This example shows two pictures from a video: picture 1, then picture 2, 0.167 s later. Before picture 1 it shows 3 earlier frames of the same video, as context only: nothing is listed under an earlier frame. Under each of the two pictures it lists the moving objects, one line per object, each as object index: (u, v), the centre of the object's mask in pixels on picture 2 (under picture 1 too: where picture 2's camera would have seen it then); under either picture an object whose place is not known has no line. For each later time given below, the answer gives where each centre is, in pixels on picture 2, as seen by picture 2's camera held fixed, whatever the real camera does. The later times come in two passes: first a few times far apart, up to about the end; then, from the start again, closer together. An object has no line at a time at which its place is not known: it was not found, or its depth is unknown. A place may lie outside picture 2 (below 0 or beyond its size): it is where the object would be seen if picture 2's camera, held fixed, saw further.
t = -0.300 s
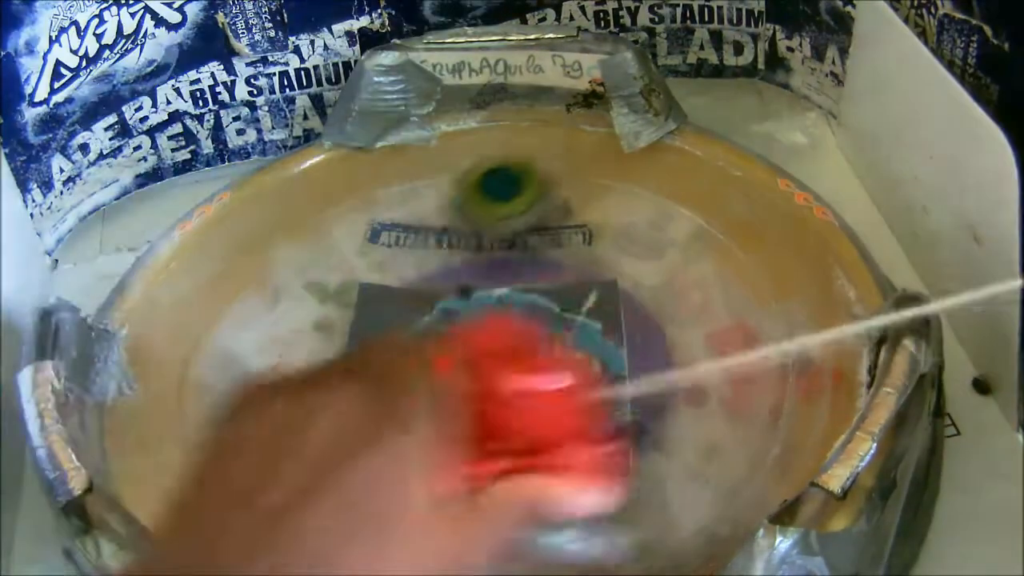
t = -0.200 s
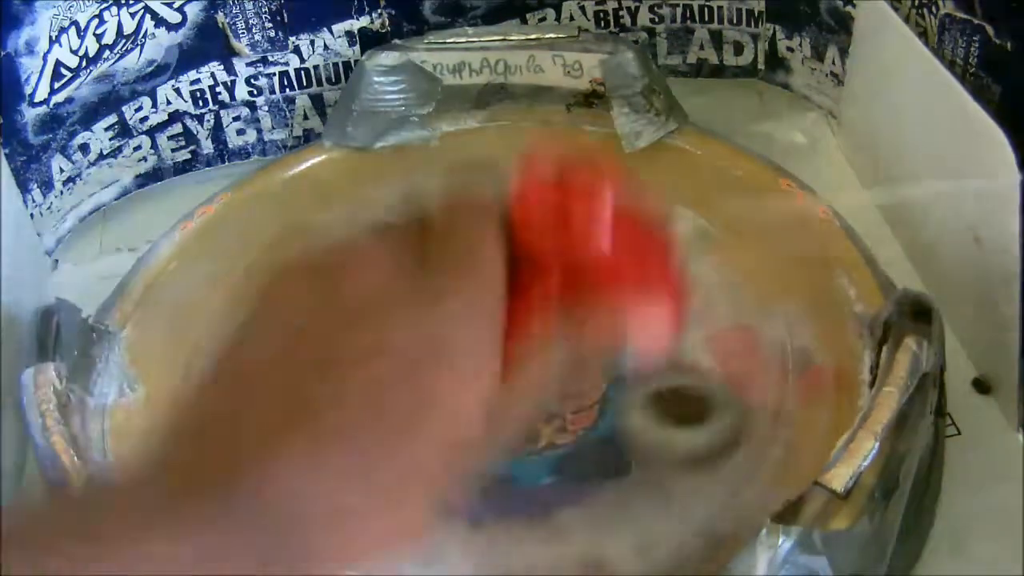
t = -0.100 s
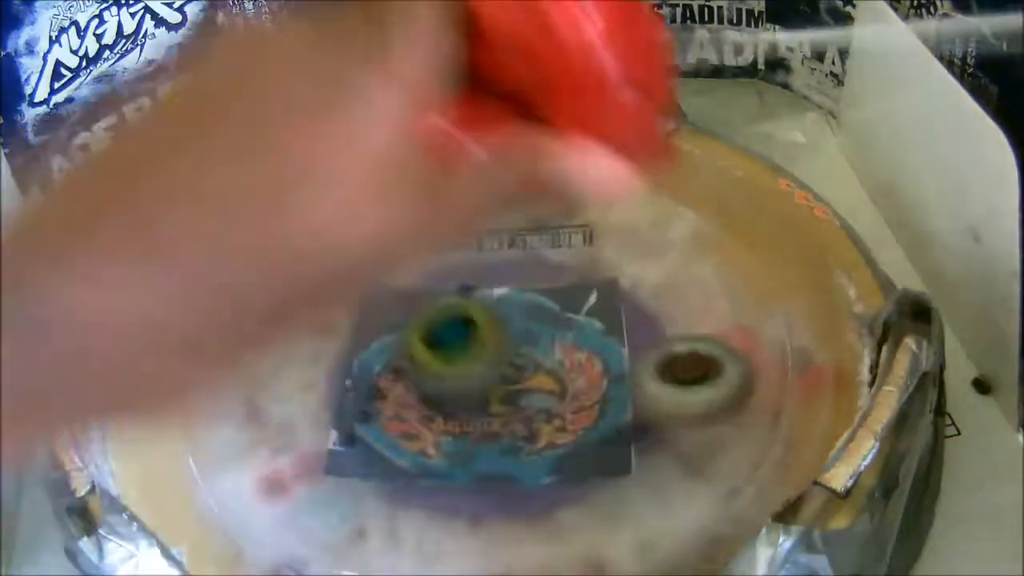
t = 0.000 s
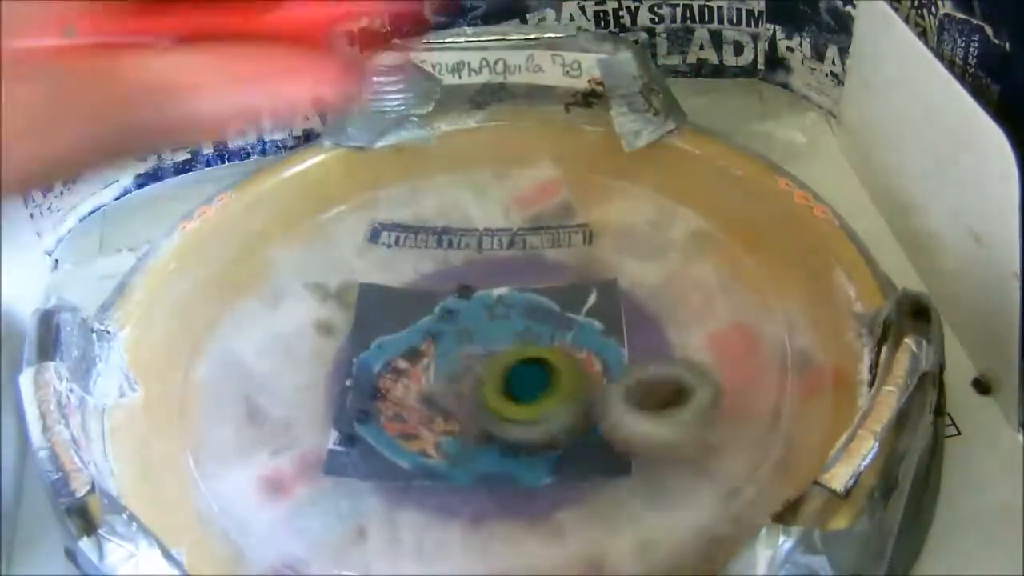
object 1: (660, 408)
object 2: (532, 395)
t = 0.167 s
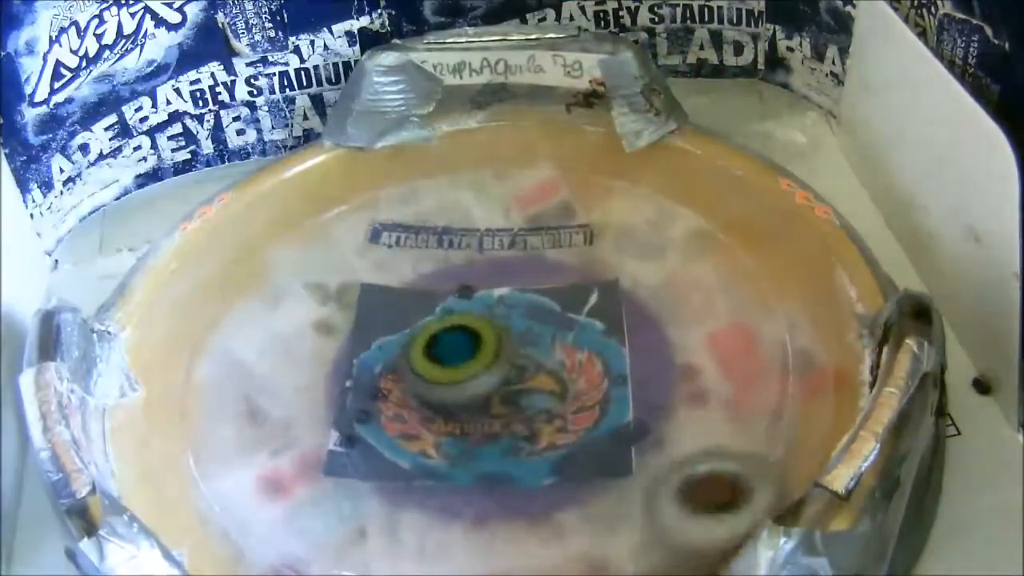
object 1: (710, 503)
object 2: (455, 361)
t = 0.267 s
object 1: (654, 531)
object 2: (484, 393)
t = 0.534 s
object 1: (490, 243)
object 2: (633, 332)
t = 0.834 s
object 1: (517, 328)
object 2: (500, 519)
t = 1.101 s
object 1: (668, 348)
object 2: (214, 464)
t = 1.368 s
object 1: (323, 305)
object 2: (424, 227)
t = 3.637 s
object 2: (460, 235)
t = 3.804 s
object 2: (616, 293)
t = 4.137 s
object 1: (471, 297)
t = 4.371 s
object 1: (535, 315)
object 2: (393, 264)
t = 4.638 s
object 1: (526, 381)
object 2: (578, 296)
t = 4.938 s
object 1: (473, 329)
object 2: (449, 419)
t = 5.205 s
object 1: (429, 367)
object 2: (455, 266)
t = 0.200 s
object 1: (698, 513)
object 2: (460, 369)
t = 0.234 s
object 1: (682, 522)
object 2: (475, 384)
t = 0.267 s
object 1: (654, 531)
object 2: (484, 393)
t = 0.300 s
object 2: (505, 400)
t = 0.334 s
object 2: (526, 405)
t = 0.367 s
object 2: (545, 405)
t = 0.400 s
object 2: (566, 405)
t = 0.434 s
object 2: (583, 399)
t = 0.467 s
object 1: (491, 457)
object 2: (598, 392)
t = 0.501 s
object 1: (470, 372)
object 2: (615, 360)
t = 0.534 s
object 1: (490, 243)
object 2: (633, 332)
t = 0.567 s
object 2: (588, 306)
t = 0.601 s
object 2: (514, 318)
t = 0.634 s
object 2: (476, 364)
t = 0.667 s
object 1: (673, 329)
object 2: (504, 401)
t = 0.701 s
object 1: (578, 351)
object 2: (473, 443)
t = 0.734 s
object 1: (549, 286)
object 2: (464, 493)
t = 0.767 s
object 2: (477, 524)
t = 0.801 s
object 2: (488, 531)
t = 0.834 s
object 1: (517, 328)
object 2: (500, 519)
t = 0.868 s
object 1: (435, 265)
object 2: (510, 489)
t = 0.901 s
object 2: (532, 445)
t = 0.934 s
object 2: (531, 385)
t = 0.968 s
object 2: (419, 374)
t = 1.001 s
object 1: (577, 324)
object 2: (362, 395)
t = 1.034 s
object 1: (531, 329)
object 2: (302, 423)
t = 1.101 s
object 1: (668, 348)
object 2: (214, 464)
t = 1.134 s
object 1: (549, 410)
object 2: (222, 460)
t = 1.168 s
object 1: (429, 351)
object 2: (226, 441)
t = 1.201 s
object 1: (441, 252)
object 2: (253, 414)
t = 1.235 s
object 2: (324, 397)
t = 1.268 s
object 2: (413, 374)
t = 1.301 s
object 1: (565, 373)
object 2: (457, 314)
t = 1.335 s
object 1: (414, 373)
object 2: (447, 259)
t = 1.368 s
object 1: (323, 305)
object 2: (424, 227)
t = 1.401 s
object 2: (440, 155)
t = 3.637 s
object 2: (460, 235)
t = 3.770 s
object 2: (595, 272)
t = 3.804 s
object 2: (616, 293)
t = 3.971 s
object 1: (499, 313)
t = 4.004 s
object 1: (537, 304)
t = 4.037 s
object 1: (536, 330)
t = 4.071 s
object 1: (488, 345)
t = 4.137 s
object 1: (471, 297)
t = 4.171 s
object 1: (505, 317)
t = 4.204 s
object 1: (528, 333)
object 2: (369, 391)
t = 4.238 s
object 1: (545, 361)
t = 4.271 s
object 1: (503, 376)
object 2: (353, 343)
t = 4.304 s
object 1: (478, 351)
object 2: (362, 314)
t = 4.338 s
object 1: (494, 320)
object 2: (377, 287)
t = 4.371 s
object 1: (535, 315)
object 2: (393, 264)
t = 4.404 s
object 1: (541, 340)
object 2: (415, 249)
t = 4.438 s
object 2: (445, 245)
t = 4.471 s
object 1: (461, 332)
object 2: (478, 243)
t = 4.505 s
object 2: (510, 211)
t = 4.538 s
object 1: (414, 344)
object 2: (530, 215)
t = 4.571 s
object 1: (455, 336)
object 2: (549, 235)
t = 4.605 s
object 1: (499, 353)
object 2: (564, 264)
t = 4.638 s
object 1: (526, 381)
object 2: (578, 296)
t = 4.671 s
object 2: (590, 330)
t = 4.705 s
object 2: (597, 364)
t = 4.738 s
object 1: (472, 364)
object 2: (597, 395)
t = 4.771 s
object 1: (514, 333)
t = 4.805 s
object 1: (565, 319)
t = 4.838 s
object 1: (595, 328)
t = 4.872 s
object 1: (567, 351)
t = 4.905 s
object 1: (516, 350)
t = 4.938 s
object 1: (473, 329)
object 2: (449, 419)
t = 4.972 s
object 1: (456, 297)
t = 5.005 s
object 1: (473, 275)
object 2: (429, 360)
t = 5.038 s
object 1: (527, 272)
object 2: (410, 339)
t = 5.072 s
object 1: (577, 295)
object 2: (400, 314)
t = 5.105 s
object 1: (583, 335)
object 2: (403, 293)
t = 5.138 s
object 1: (546, 376)
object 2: (412, 276)
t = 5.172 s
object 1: (480, 389)
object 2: (430, 267)
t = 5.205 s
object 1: (429, 367)
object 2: (455, 266)
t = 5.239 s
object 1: (403, 336)
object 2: (488, 266)
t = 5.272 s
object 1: (401, 311)
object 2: (518, 276)
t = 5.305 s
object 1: (429, 305)
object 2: (557, 289)
